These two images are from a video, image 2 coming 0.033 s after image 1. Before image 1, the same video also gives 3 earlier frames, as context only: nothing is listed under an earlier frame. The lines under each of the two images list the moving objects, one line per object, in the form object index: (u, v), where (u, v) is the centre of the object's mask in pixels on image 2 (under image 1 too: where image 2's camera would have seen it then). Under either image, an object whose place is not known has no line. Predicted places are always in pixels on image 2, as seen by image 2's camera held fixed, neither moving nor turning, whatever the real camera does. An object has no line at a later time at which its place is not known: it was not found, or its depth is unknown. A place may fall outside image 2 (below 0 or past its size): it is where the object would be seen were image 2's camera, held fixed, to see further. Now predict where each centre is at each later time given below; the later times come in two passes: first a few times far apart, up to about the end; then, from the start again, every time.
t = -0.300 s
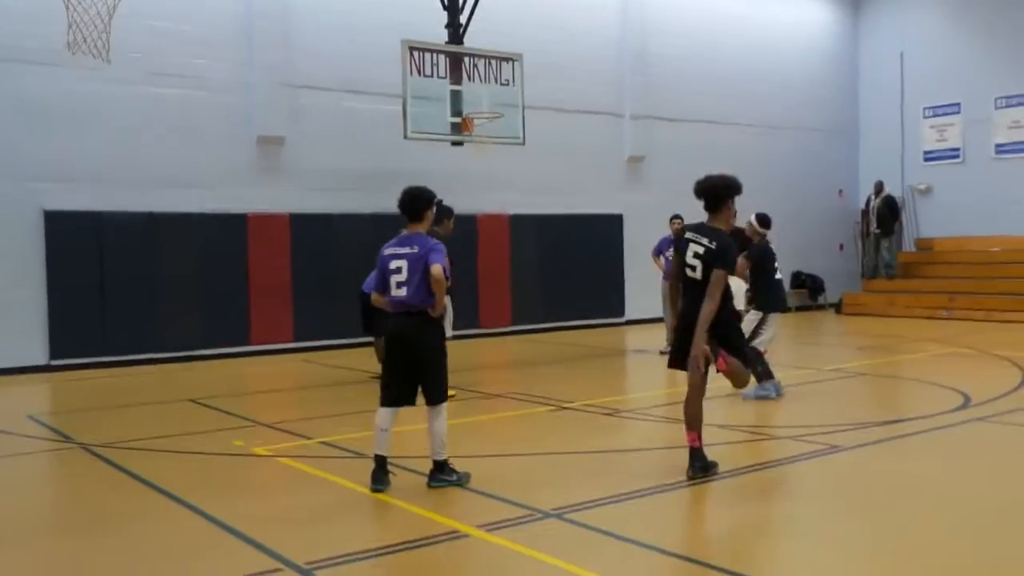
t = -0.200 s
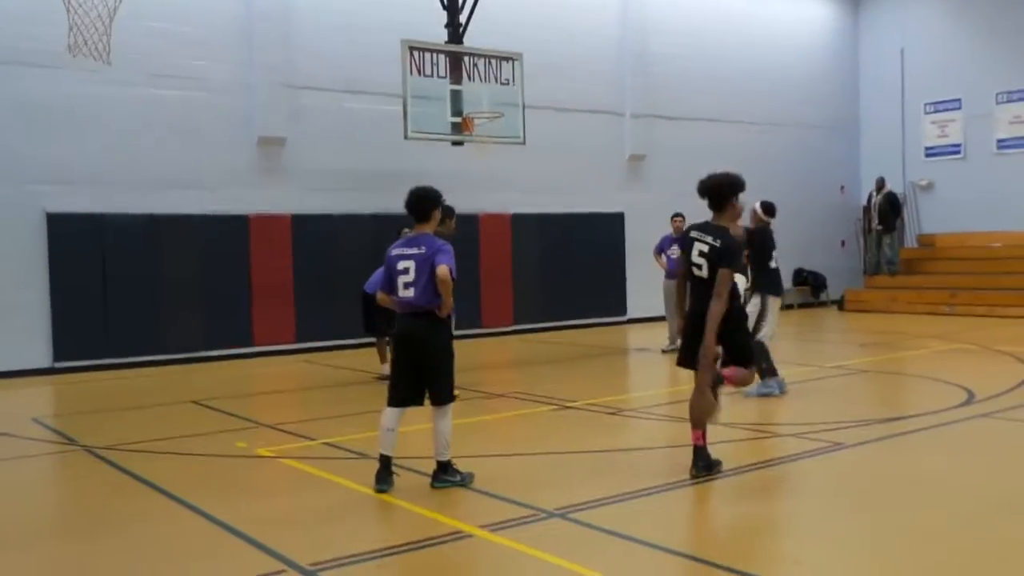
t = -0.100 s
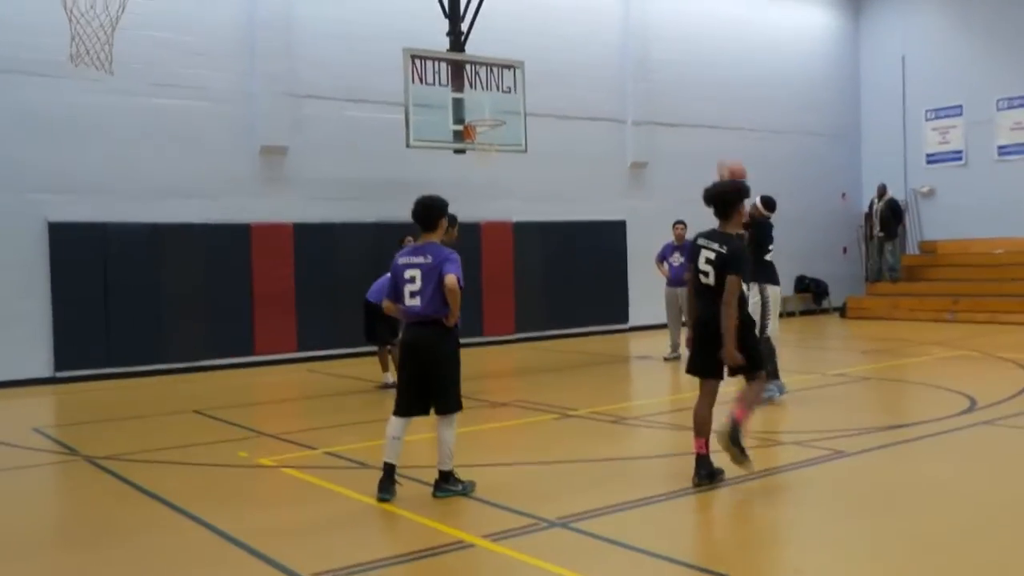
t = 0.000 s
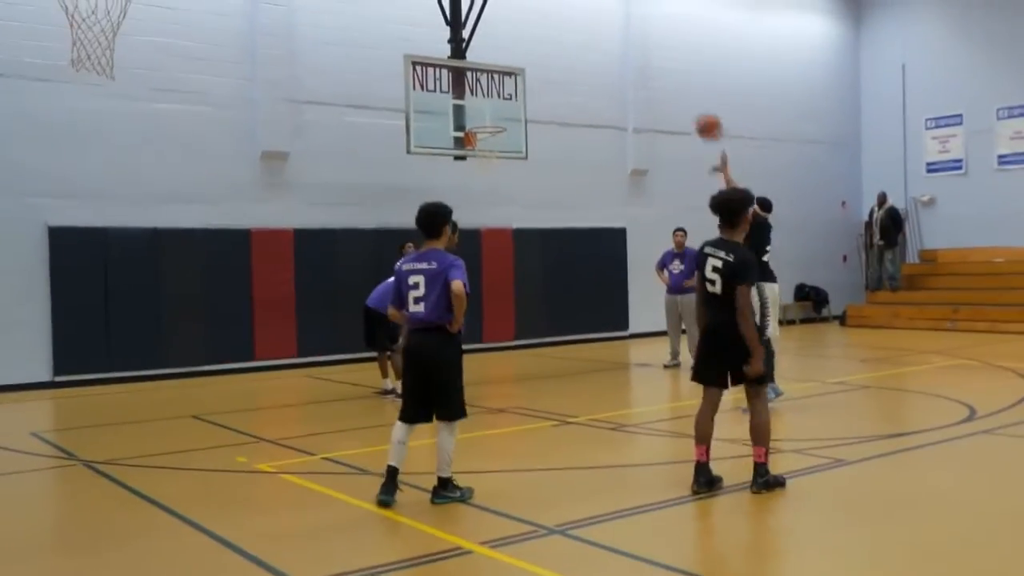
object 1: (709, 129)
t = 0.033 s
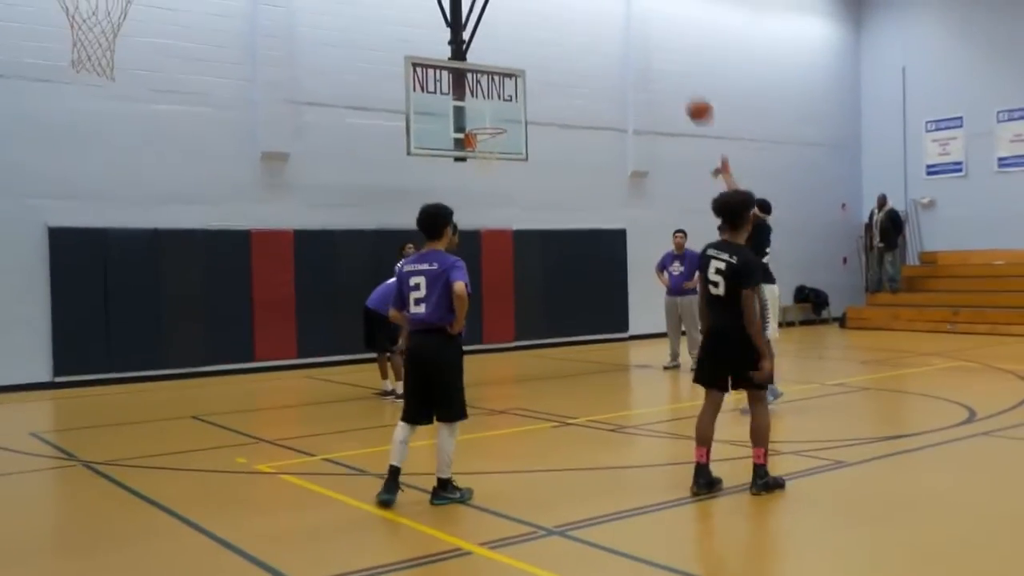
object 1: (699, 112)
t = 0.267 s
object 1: (638, 26)
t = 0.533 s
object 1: (580, 1)
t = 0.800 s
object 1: (534, 38)
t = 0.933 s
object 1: (514, 77)
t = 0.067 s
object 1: (690, 94)
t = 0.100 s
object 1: (681, 79)
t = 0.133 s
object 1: (672, 66)
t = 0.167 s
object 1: (663, 54)
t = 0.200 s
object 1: (655, 43)
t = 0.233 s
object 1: (646, 34)
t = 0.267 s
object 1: (638, 26)
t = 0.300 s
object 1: (631, 19)
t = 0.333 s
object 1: (623, 14)
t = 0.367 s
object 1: (615, 9)
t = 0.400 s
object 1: (607, 5)
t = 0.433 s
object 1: (600, 4)
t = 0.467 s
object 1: (594, 2)
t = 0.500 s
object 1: (587, 1)
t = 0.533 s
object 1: (580, 1)
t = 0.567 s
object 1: (573, 2)
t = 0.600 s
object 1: (567, 5)
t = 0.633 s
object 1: (561, 8)
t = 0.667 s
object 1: (556, 13)
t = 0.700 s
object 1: (550, 18)
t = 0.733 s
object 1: (544, 24)
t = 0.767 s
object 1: (539, 31)
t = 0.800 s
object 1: (534, 38)
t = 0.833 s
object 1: (528, 47)
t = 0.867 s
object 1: (522, 56)
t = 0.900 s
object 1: (517, 66)
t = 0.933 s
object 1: (514, 77)
